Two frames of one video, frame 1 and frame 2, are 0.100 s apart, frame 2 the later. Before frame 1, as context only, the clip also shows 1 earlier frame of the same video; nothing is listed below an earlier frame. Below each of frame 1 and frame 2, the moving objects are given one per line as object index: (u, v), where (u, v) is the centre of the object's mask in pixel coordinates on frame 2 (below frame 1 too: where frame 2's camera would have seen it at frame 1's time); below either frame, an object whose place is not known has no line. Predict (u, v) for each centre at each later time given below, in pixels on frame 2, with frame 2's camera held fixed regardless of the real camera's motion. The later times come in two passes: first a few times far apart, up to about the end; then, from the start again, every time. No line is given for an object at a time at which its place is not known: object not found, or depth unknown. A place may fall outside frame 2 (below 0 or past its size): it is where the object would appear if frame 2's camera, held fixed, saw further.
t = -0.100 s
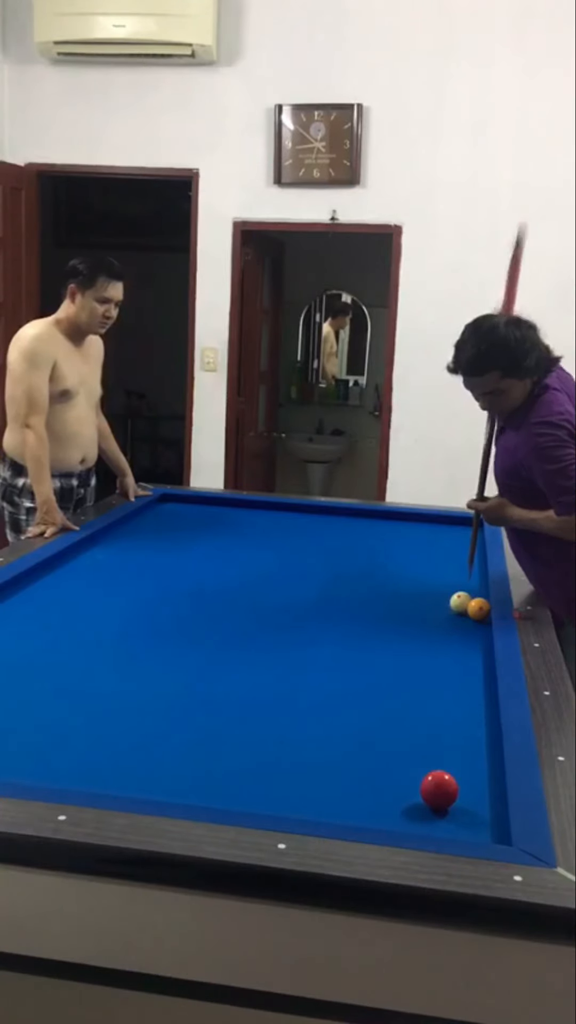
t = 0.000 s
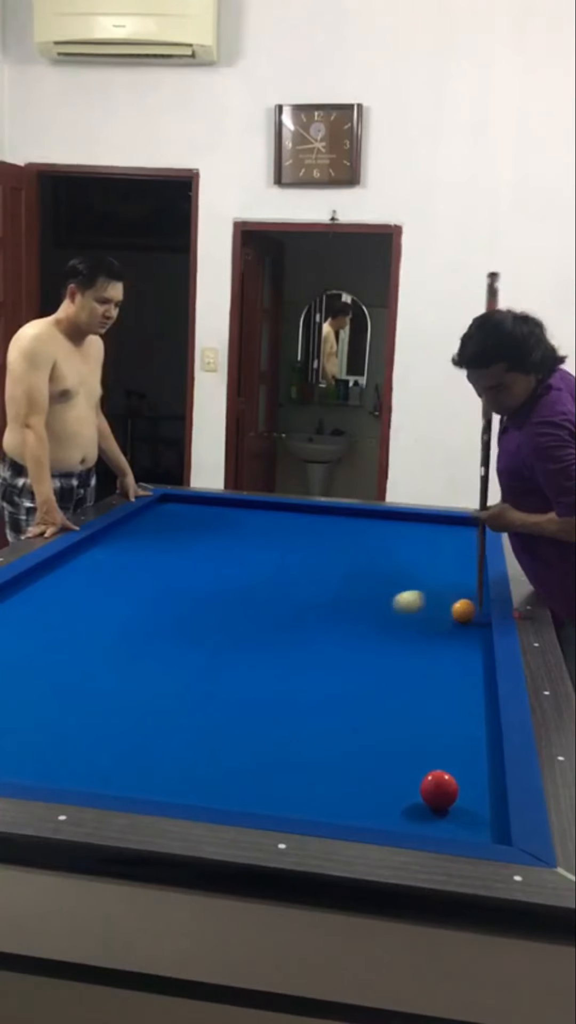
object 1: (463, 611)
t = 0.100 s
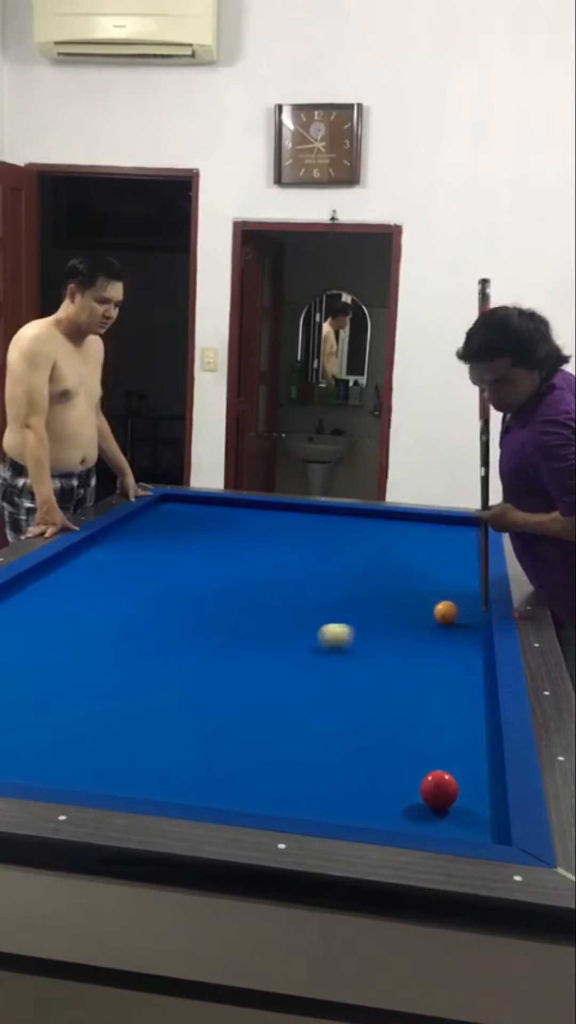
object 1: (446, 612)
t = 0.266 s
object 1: (418, 615)
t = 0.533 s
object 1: (373, 619)
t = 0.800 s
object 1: (326, 624)
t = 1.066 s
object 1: (279, 628)
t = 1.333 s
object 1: (231, 633)
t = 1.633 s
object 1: (175, 639)
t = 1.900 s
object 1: (124, 644)
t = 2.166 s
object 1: (72, 649)
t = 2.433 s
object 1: (18, 655)
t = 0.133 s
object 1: (440, 613)
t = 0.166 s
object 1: (435, 614)
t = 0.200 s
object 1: (429, 614)
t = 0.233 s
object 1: (423, 615)
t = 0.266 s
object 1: (418, 615)
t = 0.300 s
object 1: (413, 616)
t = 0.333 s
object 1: (407, 616)
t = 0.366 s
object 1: (401, 617)
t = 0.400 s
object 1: (396, 617)
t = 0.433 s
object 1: (390, 618)
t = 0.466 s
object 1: (384, 619)
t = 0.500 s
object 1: (378, 619)
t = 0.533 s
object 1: (373, 619)
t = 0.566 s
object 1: (367, 620)
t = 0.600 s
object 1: (361, 620)
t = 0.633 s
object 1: (355, 621)
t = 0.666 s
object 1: (350, 621)
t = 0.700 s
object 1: (344, 622)
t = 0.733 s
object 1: (338, 623)
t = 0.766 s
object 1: (332, 623)
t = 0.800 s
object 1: (326, 624)
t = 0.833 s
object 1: (321, 625)
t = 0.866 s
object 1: (315, 625)
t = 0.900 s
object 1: (309, 625)
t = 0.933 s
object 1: (303, 626)
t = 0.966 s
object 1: (297, 627)
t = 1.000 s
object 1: (291, 627)
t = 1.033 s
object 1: (285, 628)
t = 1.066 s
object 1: (279, 628)
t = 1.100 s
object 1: (273, 629)
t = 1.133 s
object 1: (267, 629)
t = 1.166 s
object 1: (261, 630)
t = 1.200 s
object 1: (255, 631)
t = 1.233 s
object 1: (249, 631)
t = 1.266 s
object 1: (243, 631)
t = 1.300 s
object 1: (237, 632)
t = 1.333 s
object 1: (231, 633)
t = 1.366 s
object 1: (225, 633)
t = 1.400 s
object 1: (219, 634)
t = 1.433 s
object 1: (213, 635)
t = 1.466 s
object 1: (206, 635)
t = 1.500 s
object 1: (200, 636)
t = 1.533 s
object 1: (194, 637)
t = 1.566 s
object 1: (187, 638)
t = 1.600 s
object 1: (181, 638)
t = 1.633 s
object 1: (175, 639)
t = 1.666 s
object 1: (169, 639)
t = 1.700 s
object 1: (162, 640)
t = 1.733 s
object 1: (156, 640)
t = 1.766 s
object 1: (150, 640)
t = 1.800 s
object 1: (143, 642)
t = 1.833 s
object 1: (137, 642)
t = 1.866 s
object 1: (130, 643)
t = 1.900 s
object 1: (124, 644)
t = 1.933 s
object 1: (117, 644)
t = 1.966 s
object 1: (111, 645)
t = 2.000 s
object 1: (104, 646)
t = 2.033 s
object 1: (98, 646)
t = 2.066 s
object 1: (92, 647)
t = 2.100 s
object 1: (85, 647)
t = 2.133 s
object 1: (78, 648)
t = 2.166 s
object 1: (72, 649)
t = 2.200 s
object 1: (65, 650)
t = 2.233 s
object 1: (59, 651)
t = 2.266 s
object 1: (52, 652)
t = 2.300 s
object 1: (45, 652)
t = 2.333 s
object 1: (39, 653)
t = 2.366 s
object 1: (32, 654)
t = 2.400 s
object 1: (25, 654)
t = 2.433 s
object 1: (18, 655)
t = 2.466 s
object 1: (13, 655)
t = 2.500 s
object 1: (9, 656)
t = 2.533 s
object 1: (6, 656)
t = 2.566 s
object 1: (3, 657)
